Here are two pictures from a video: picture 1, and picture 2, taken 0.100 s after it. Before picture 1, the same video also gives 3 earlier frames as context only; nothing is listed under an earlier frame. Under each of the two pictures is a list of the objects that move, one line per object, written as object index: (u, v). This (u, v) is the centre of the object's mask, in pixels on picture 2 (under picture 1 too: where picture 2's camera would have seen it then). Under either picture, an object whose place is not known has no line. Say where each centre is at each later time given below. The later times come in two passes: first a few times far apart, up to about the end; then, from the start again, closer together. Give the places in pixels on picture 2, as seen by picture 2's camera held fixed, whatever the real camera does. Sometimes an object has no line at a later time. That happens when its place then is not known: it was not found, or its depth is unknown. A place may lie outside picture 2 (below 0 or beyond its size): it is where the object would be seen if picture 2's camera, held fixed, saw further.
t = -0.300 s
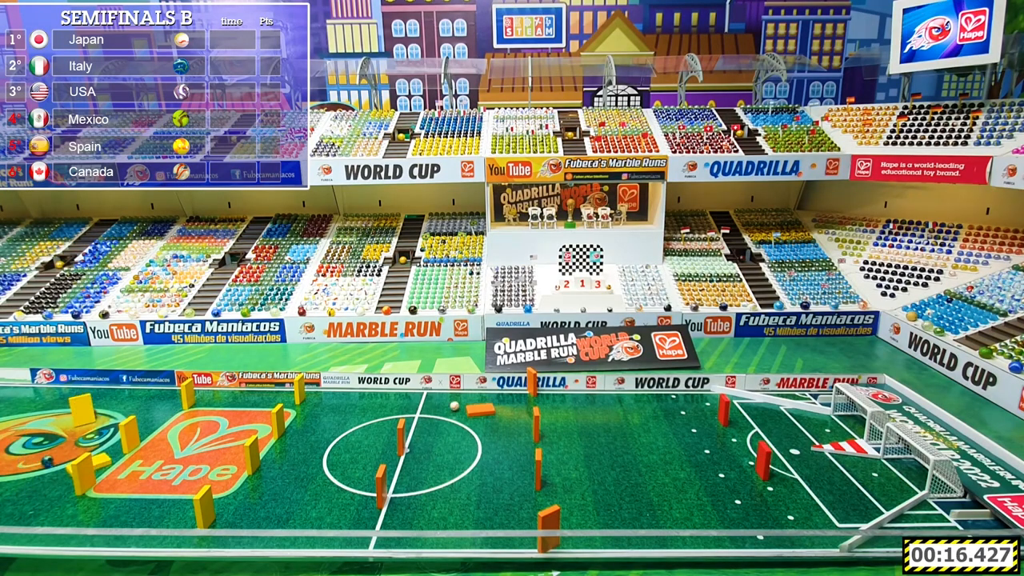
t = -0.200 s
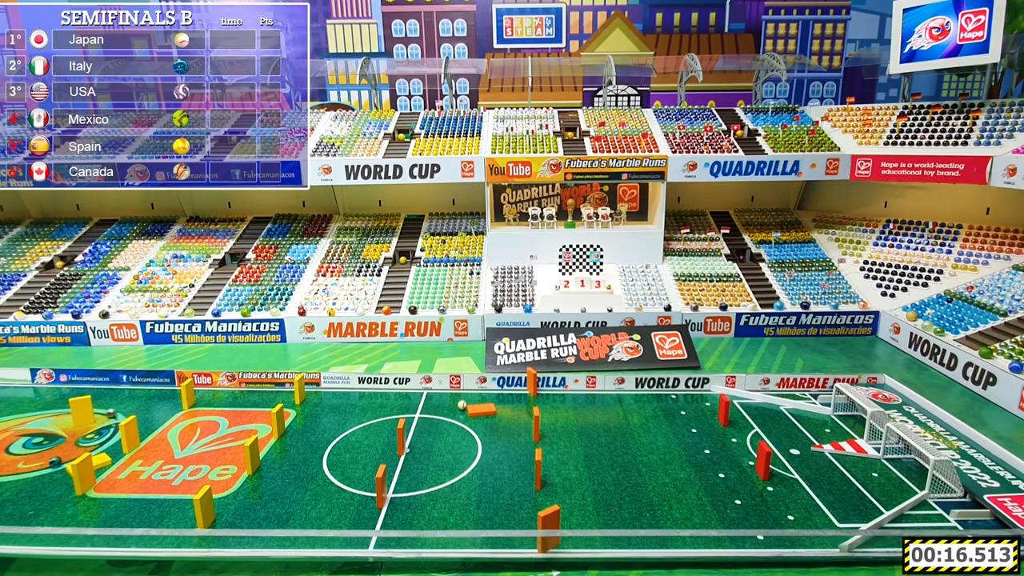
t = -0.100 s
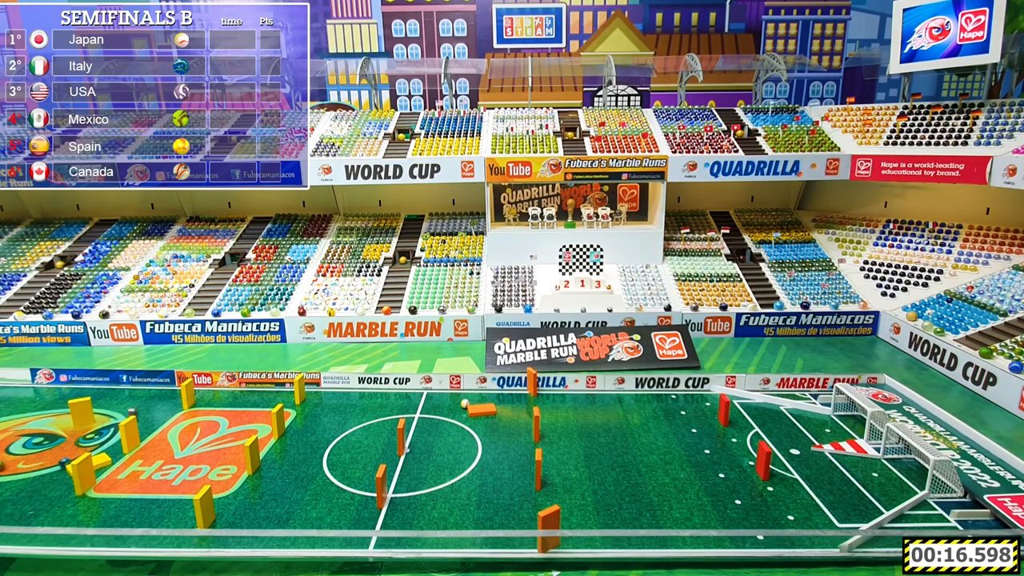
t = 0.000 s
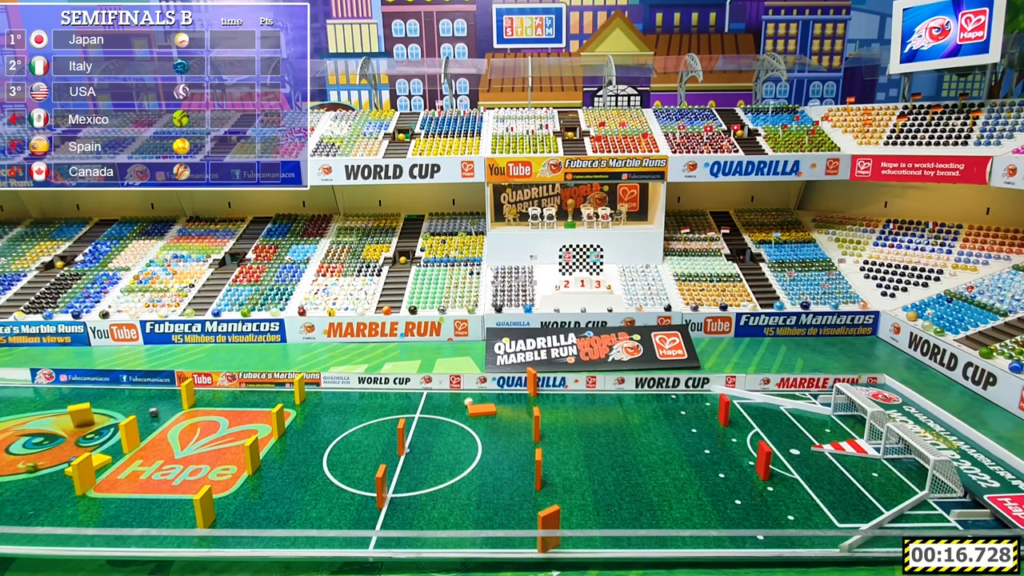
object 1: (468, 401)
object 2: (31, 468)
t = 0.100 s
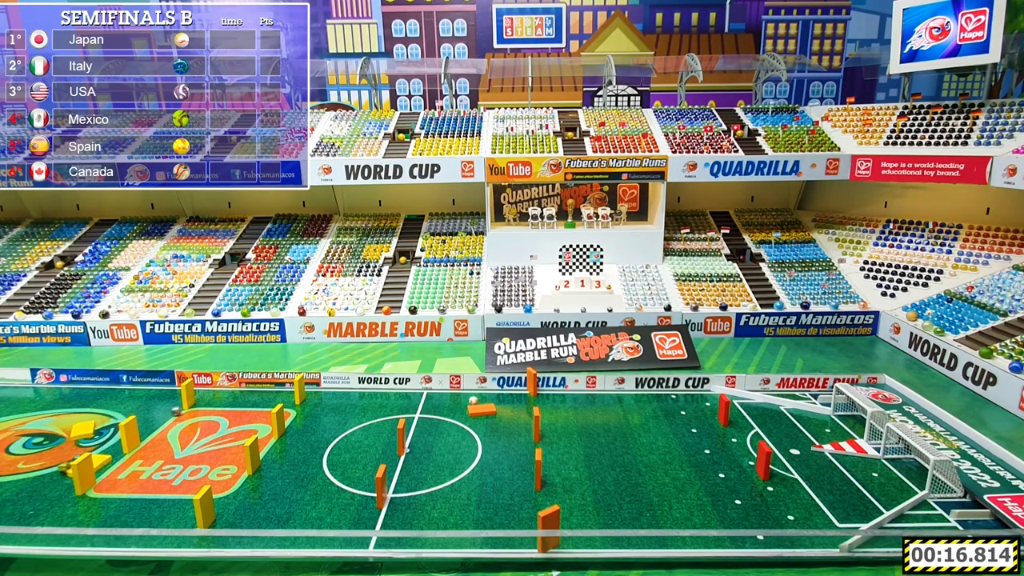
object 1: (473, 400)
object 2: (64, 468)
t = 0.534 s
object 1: (502, 396)
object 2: (118, 478)
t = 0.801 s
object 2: (163, 480)
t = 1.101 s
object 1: (545, 394)
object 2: (228, 480)
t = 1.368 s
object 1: (567, 396)
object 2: (292, 479)
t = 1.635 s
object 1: (599, 397)
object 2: (361, 476)
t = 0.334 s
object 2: (96, 473)
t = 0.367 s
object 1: (489, 397)
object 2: (98, 475)
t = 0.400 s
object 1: (491, 397)
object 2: (100, 476)
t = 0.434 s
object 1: (494, 396)
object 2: (102, 477)
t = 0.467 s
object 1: (497, 396)
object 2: (107, 477)
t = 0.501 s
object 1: (499, 397)
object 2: (112, 478)
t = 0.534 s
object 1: (502, 396)
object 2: (118, 478)
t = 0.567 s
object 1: (504, 396)
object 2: (123, 478)
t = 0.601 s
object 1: (506, 396)
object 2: (127, 478)
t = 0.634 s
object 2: (134, 479)
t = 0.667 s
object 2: (140, 479)
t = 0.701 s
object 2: (146, 480)
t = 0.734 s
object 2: (151, 479)
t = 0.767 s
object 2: (158, 480)
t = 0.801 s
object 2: (163, 480)
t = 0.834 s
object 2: (170, 480)
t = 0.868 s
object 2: (177, 480)
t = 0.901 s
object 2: (183, 480)
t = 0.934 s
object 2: (191, 480)
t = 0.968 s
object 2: (198, 480)
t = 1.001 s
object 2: (205, 480)
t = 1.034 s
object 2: (212, 480)
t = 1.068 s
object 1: (543, 394)
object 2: (220, 480)
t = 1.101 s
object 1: (545, 394)
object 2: (228, 480)
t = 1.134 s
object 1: (548, 395)
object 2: (235, 480)
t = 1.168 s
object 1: (550, 395)
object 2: (244, 480)
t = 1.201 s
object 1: (552, 396)
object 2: (251, 480)
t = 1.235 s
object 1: (556, 396)
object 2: (258, 479)
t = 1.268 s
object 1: (559, 396)
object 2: (267, 480)
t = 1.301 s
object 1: (561, 396)
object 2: (275, 479)
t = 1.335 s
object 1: (563, 396)
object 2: (284, 479)
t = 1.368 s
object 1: (567, 396)
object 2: (292, 479)
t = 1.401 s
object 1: (570, 397)
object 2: (300, 479)
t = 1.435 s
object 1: (573, 397)
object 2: (309, 478)
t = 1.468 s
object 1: (576, 397)
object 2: (317, 478)
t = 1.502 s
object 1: (579, 397)
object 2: (325, 478)
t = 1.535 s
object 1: (583, 397)
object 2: (334, 477)
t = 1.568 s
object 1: (586, 397)
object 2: (343, 477)
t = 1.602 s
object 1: (589, 397)
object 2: (351, 476)
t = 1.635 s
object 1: (599, 397)
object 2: (361, 476)
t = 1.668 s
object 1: (606, 397)
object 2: (369, 476)
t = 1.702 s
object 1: (614, 397)
